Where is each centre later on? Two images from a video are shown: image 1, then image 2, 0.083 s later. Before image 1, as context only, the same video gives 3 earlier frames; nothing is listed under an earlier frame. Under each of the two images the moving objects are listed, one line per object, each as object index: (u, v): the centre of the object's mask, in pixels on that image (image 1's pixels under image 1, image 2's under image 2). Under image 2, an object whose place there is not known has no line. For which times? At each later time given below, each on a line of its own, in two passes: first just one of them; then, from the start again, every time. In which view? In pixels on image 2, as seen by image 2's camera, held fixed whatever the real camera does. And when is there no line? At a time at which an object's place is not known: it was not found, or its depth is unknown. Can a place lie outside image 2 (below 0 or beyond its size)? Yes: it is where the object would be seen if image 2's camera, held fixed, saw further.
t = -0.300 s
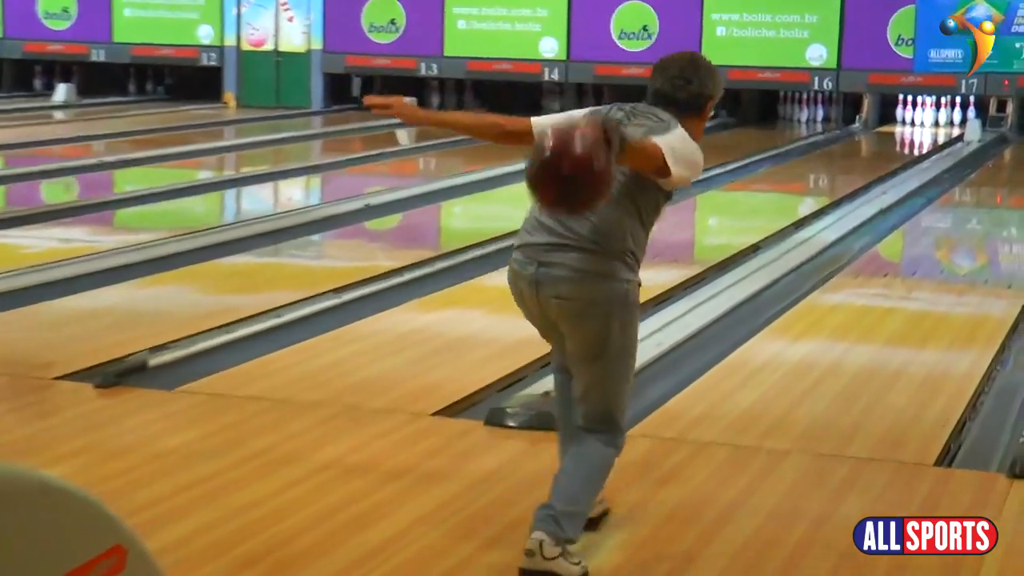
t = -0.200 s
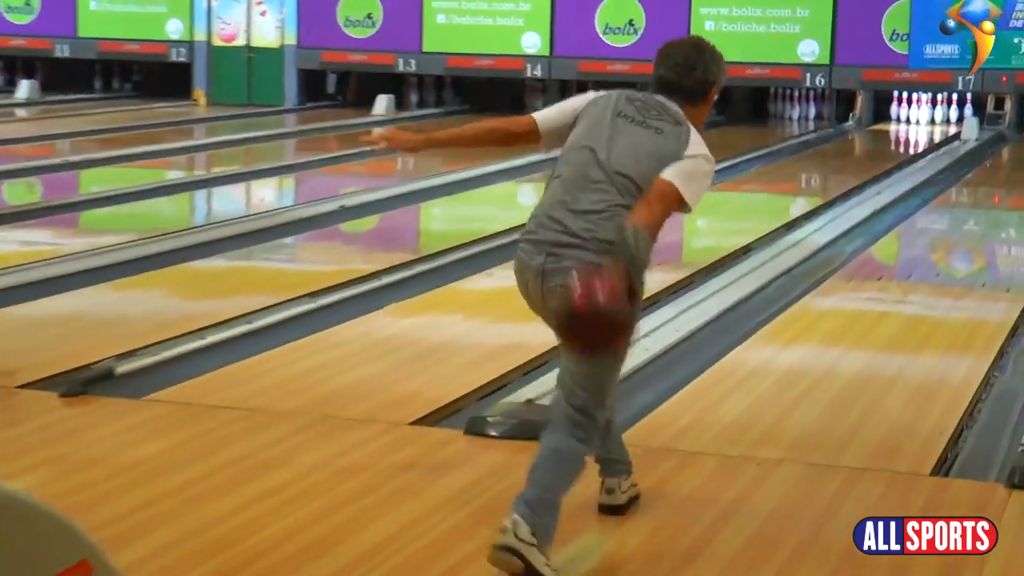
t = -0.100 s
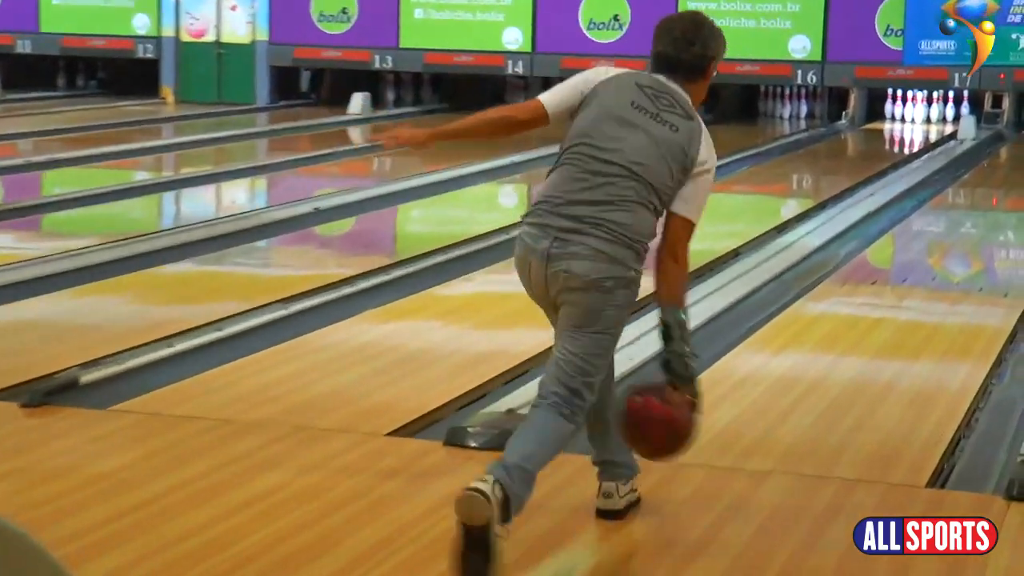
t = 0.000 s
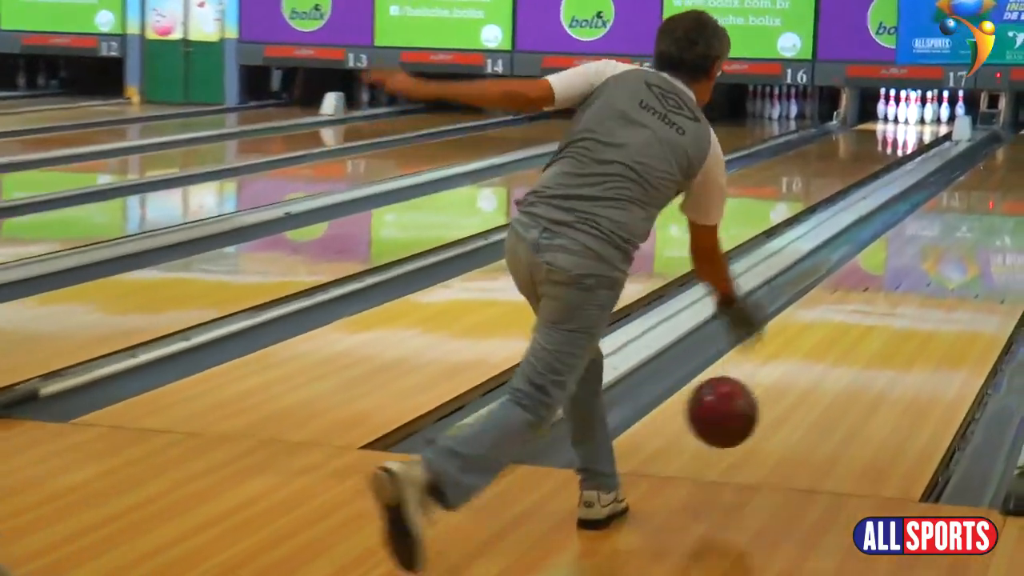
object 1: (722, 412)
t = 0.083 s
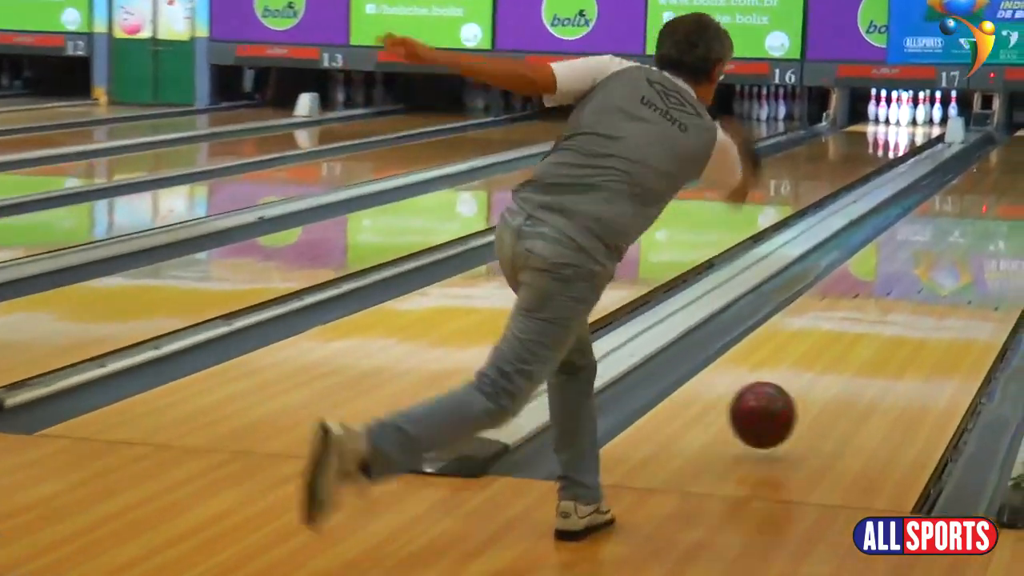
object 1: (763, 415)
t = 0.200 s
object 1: (823, 377)
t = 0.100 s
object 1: (772, 416)
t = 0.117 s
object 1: (781, 411)
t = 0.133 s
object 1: (790, 403)
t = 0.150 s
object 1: (799, 396)
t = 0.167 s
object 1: (807, 390)
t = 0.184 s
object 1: (815, 383)
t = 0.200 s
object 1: (823, 377)
